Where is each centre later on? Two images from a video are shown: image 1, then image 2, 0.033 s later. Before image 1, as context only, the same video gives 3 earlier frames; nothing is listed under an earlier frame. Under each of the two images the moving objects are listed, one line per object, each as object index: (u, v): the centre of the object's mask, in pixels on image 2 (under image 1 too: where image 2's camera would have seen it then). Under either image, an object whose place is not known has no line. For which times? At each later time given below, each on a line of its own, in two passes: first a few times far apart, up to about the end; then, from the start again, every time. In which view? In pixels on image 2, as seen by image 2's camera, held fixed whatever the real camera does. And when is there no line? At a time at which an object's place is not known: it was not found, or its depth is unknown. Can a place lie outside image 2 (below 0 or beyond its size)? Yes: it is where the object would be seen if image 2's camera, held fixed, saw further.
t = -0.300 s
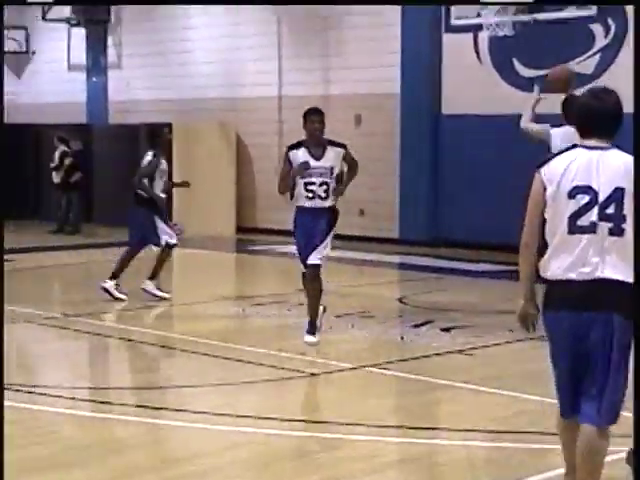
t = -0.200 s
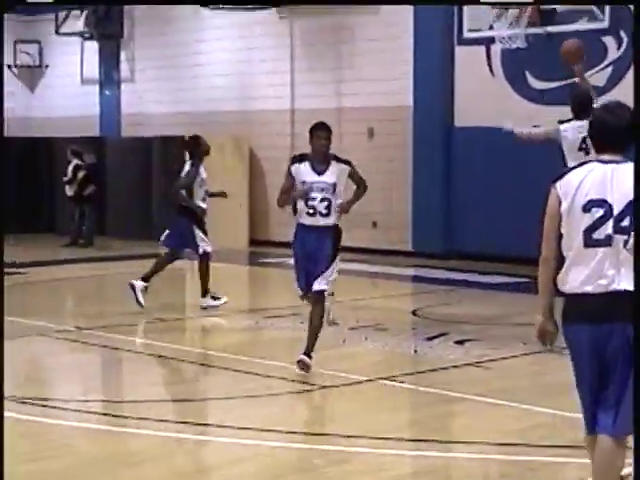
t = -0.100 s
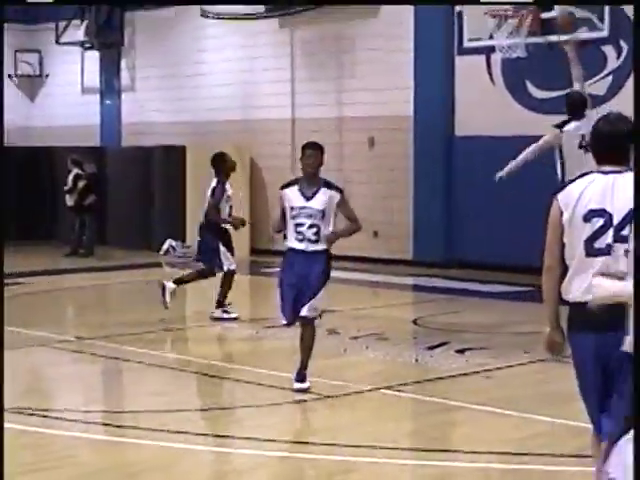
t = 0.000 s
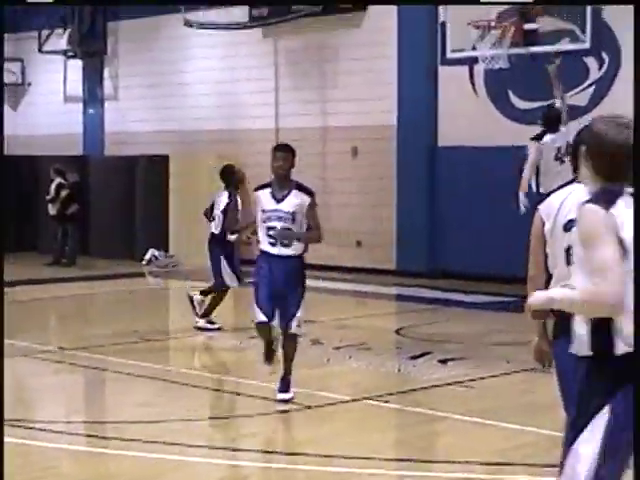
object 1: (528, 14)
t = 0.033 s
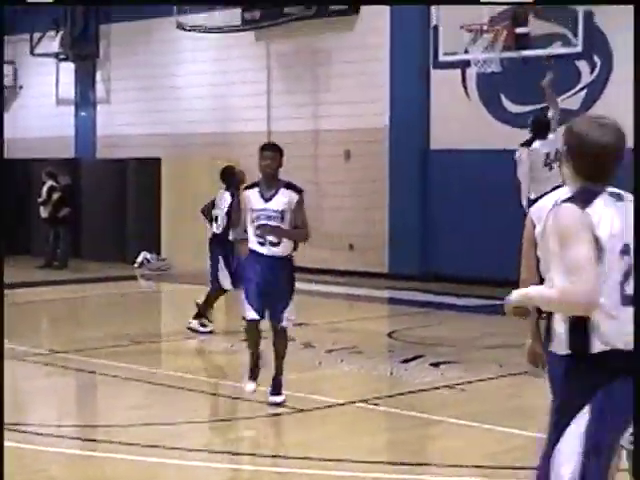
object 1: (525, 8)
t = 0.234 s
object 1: (485, 1)
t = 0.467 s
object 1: (453, 11)
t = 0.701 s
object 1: (437, 43)
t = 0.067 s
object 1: (514, 5)
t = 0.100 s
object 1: (507, 3)
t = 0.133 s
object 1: (500, 1)
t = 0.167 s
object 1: (498, 0)
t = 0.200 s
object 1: (491, 0)
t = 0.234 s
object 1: (485, 1)
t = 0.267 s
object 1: (479, 1)
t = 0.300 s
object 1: (472, 5)
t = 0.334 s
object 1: (465, 9)
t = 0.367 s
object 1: (460, 13)
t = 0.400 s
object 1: (458, 12)
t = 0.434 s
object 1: (455, 11)
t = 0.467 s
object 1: (453, 11)
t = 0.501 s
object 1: (451, 12)
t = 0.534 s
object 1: (449, 15)
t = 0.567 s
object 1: (447, 18)
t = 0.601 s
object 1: (444, 22)
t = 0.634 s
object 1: (442, 26)
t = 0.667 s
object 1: (439, 34)
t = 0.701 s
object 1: (437, 43)
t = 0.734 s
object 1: (434, 51)
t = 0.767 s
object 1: (432, 61)
